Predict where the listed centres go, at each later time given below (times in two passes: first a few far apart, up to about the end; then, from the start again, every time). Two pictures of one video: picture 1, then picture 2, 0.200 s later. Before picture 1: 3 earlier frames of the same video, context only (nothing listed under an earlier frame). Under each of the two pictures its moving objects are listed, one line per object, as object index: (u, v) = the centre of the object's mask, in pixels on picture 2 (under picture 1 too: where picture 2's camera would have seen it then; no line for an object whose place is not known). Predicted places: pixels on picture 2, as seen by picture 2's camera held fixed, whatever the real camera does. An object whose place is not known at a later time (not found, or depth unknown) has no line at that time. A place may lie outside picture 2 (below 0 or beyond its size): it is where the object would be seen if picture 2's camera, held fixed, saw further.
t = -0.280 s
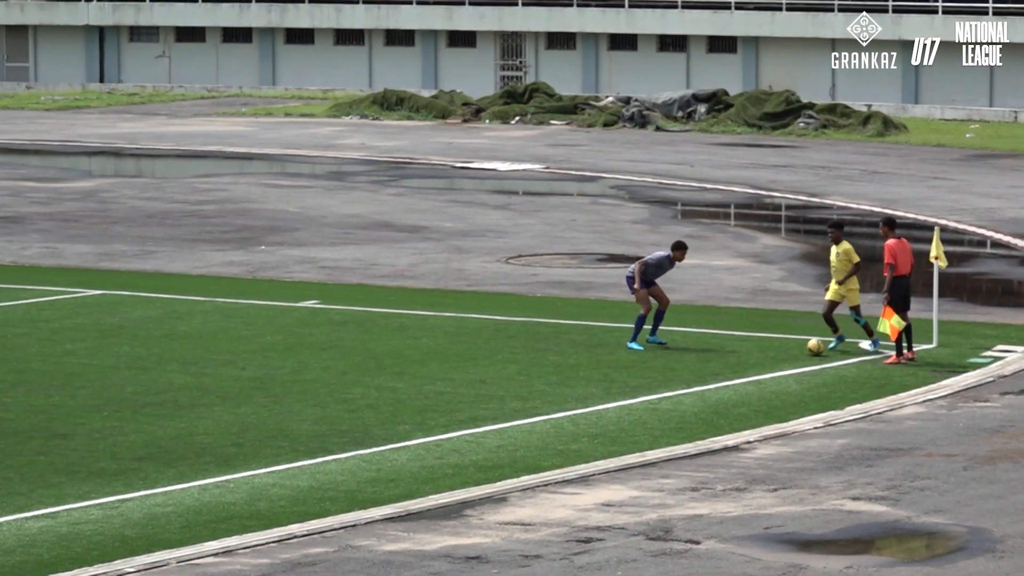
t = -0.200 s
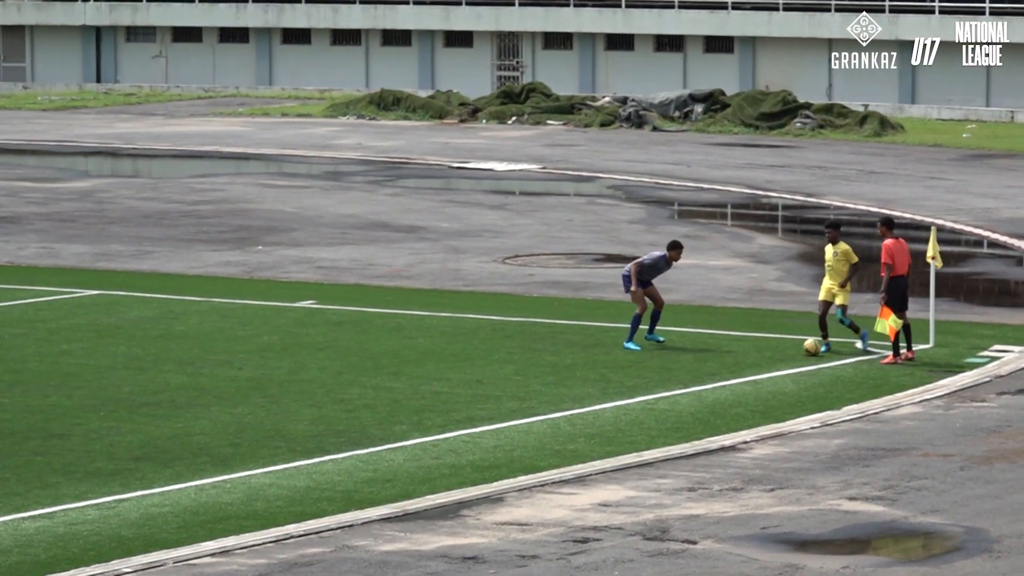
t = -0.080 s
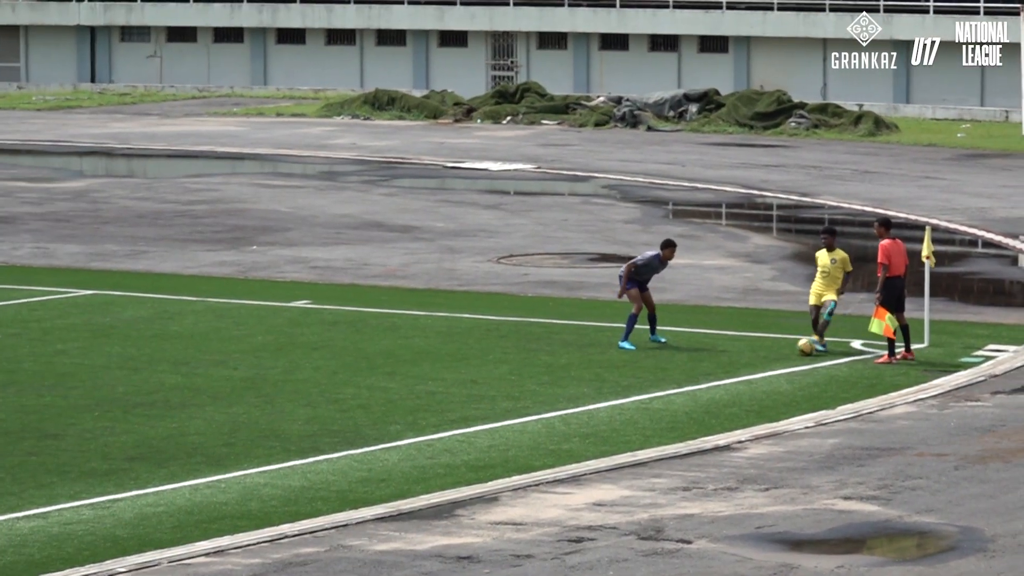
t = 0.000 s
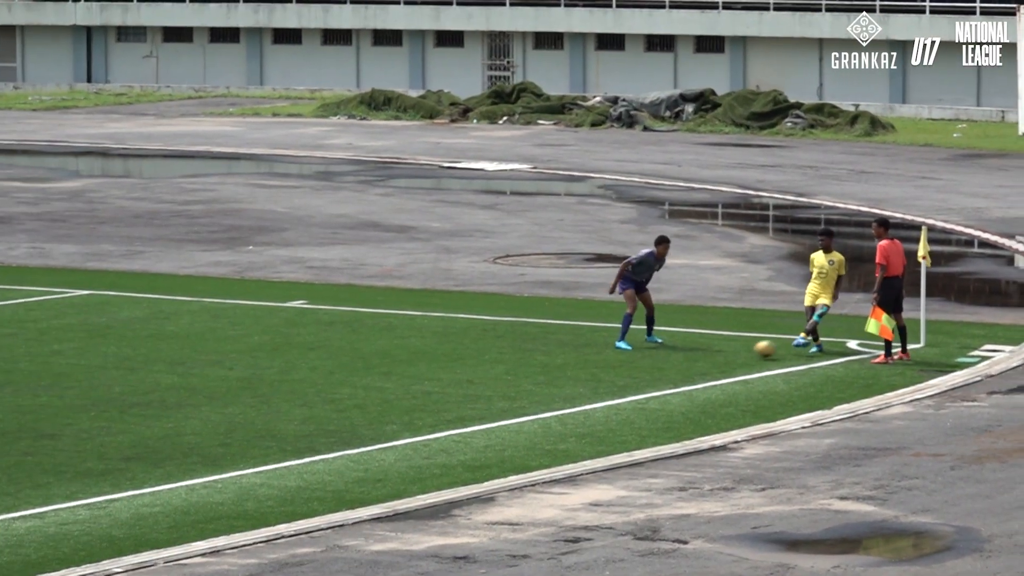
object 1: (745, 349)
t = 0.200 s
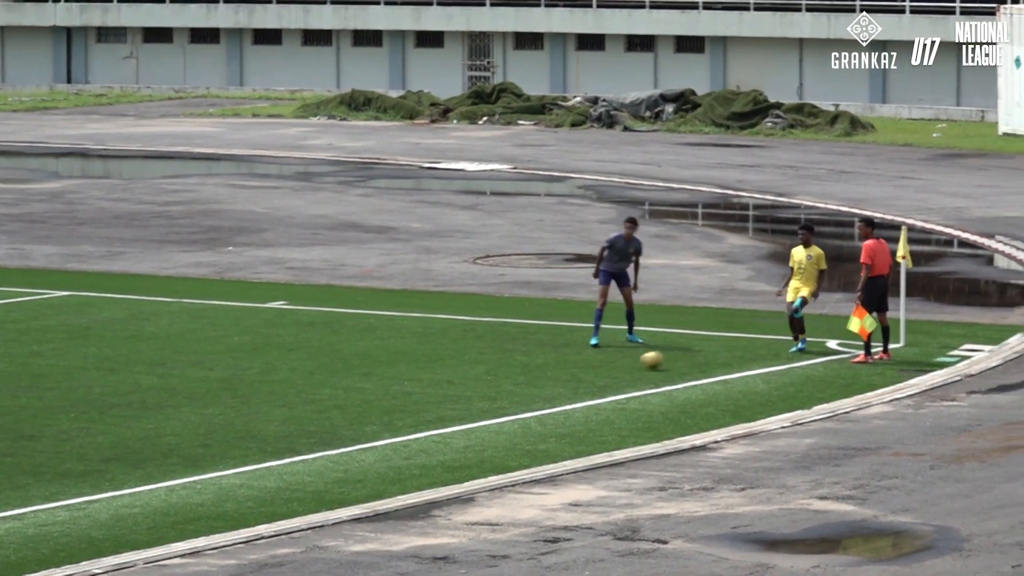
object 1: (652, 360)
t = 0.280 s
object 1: (618, 364)
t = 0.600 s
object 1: (504, 376)
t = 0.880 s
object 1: (416, 386)
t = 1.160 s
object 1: (329, 396)
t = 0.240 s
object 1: (634, 363)
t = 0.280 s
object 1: (618, 364)
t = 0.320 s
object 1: (603, 364)
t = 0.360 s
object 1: (588, 365)
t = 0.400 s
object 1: (573, 368)
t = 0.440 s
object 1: (557, 372)
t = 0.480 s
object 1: (543, 373)
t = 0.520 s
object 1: (530, 373)
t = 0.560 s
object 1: (517, 373)
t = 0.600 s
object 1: (504, 376)
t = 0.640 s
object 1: (491, 379)
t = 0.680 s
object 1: (479, 380)
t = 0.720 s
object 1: (465, 379)
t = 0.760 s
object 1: (453, 381)
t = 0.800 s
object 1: (441, 384)
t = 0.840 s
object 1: (428, 385)
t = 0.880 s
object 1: (416, 386)
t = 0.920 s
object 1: (404, 388)
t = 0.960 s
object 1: (392, 390)
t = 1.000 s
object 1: (380, 391)
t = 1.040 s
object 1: (366, 392)
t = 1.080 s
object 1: (354, 394)
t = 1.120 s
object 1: (342, 395)
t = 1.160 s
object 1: (329, 396)
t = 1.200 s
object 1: (317, 397)
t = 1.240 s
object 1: (305, 398)
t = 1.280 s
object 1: (293, 400)
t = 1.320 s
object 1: (280, 402)
